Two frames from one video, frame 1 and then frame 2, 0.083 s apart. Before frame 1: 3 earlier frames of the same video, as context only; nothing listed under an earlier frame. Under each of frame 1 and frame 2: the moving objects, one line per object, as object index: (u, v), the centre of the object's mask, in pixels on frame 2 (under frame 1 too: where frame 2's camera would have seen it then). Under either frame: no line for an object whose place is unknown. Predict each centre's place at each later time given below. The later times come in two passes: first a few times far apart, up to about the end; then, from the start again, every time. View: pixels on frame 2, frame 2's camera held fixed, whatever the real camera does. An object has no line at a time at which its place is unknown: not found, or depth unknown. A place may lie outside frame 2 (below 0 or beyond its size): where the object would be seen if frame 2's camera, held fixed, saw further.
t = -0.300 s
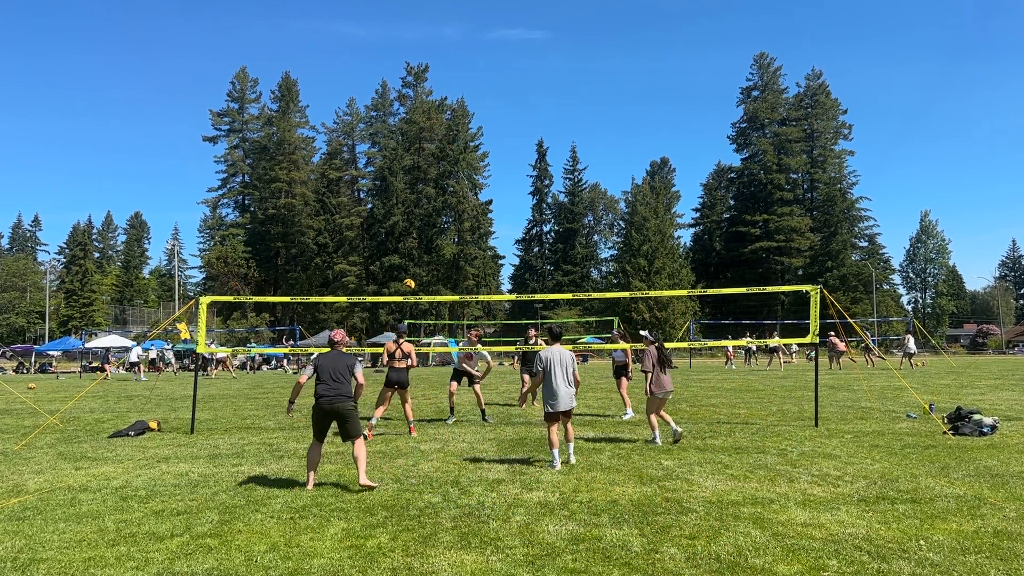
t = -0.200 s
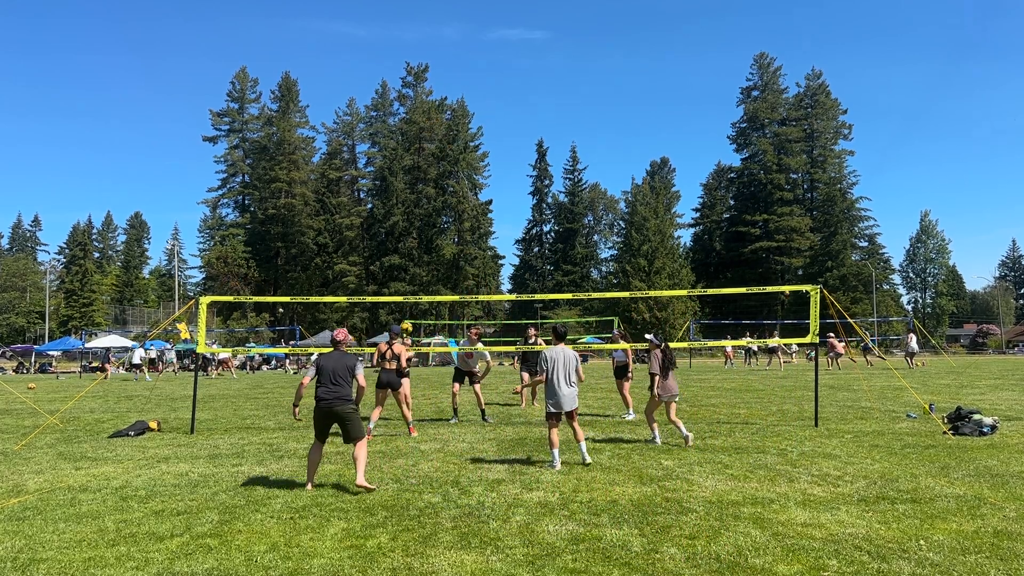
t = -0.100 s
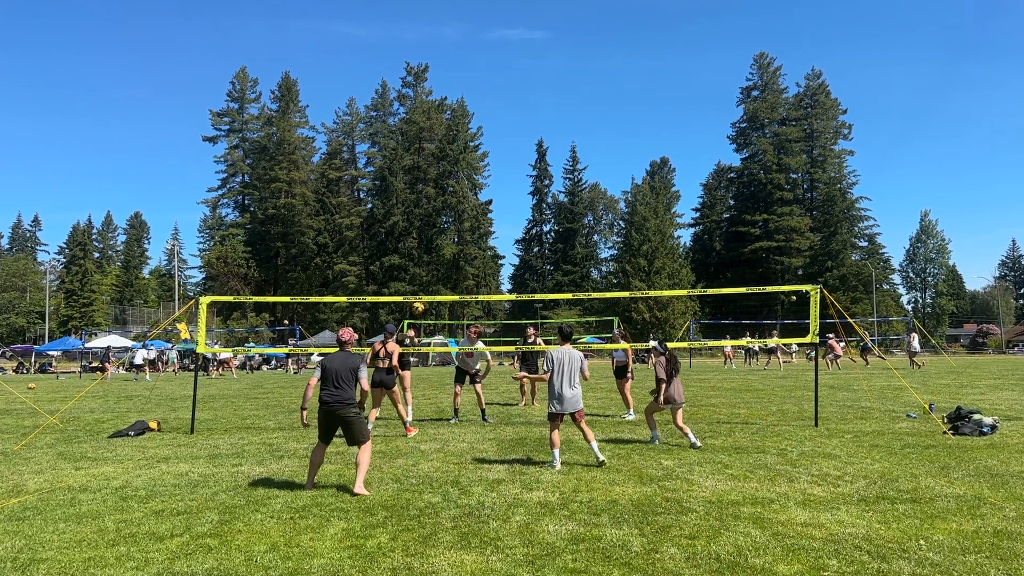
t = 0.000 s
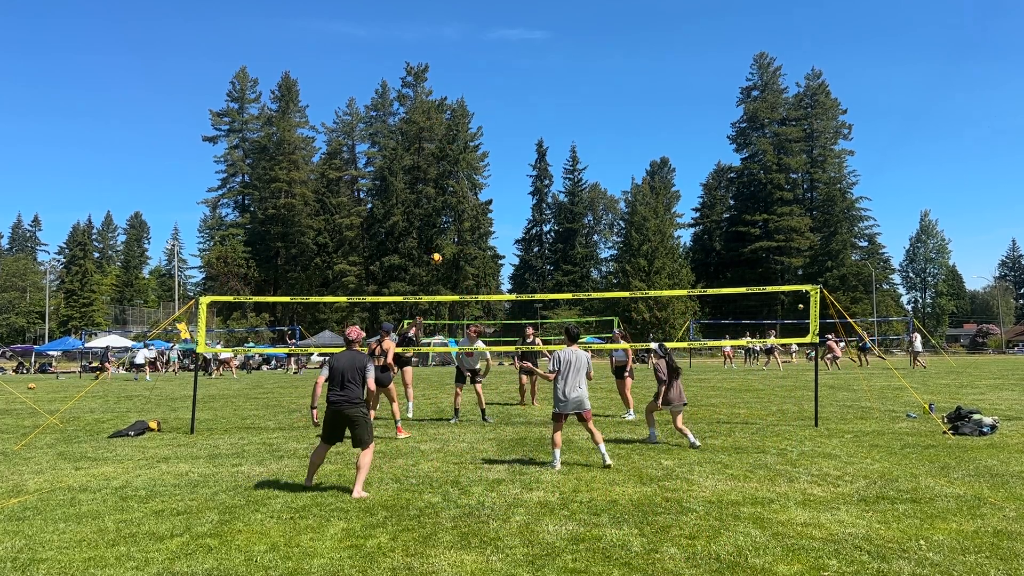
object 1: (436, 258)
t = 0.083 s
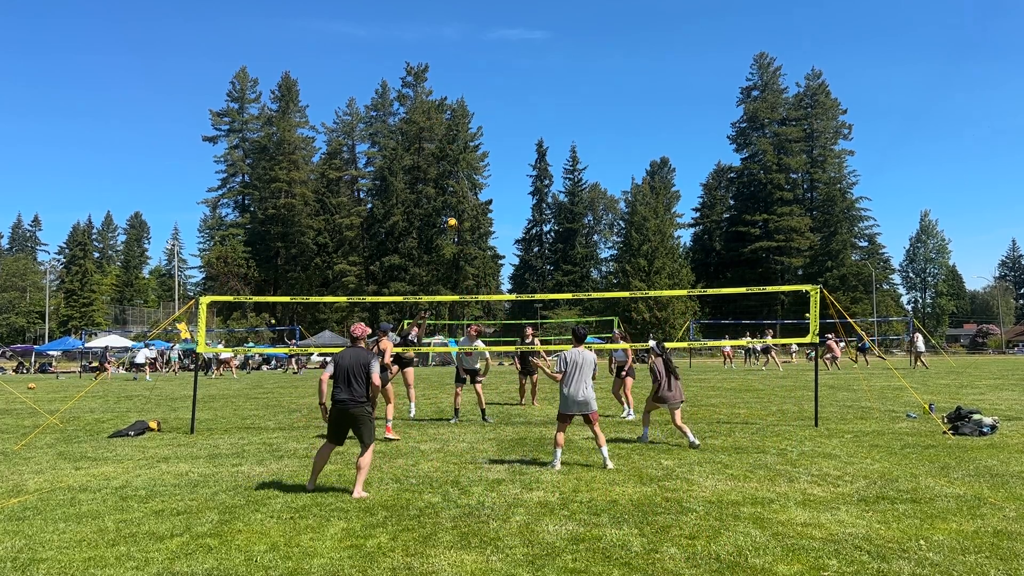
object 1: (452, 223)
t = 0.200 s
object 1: (473, 182)
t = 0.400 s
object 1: (509, 132)
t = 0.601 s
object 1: (546, 104)
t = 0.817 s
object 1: (586, 99)
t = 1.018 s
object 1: (623, 117)
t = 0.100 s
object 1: (455, 217)
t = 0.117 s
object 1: (457, 211)
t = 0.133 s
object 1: (461, 204)
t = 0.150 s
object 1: (464, 199)
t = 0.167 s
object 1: (466, 192)
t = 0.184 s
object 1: (470, 187)
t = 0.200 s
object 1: (473, 182)
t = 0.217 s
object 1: (475, 177)
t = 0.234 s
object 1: (479, 171)
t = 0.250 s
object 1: (482, 167)
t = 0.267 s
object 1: (485, 162)
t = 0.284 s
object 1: (488, 158)
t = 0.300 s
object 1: (491, 154)
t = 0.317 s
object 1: (494, 150)
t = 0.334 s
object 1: (497, 146)
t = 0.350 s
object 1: (500, 142)
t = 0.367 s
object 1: (503, 138)
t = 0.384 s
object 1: (506, 135)
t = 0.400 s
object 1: (509, 132)
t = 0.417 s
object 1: (513, 128)
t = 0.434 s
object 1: (516, 125)
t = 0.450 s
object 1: (519, 123)
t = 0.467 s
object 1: (522, 120)
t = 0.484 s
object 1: (525, 117)
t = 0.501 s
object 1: (528, 115)
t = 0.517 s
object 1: (531, 113)
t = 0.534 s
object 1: (534, 111)
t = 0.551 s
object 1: (537, 109)
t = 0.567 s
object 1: (540, 107)
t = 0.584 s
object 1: (543, 105)
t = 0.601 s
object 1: (546, 104)
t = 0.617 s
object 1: (549, 103)
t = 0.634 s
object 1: (552, 102)
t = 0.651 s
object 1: (556, 101)
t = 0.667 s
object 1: (559, 100)
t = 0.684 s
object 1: (562, 99)
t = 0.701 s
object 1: (565, 99)
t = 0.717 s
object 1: (568, 98)
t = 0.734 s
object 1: (571, 98)
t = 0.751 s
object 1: (574, 98)
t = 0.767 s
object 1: (577, 98)
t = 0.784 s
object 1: (580, 98)
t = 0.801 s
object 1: (583, 99)
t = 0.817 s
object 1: (586, 99)
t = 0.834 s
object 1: (589, 100)
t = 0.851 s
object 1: (592, 101)
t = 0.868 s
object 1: (595, 101)
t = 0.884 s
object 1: (598, 103)
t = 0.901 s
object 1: (602, 104)
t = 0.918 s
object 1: (605, 105)
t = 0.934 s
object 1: (608, 107)
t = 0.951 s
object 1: (611, 109)
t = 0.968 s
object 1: (614, 110)
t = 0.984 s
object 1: (617, 112)
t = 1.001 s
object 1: (620, 115)
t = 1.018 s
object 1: (623, 117)
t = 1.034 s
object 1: (626, 119)
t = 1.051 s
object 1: (629, 122)
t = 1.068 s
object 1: (632, 124)
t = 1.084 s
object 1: (635, 127)
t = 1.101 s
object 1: (638, 130)
